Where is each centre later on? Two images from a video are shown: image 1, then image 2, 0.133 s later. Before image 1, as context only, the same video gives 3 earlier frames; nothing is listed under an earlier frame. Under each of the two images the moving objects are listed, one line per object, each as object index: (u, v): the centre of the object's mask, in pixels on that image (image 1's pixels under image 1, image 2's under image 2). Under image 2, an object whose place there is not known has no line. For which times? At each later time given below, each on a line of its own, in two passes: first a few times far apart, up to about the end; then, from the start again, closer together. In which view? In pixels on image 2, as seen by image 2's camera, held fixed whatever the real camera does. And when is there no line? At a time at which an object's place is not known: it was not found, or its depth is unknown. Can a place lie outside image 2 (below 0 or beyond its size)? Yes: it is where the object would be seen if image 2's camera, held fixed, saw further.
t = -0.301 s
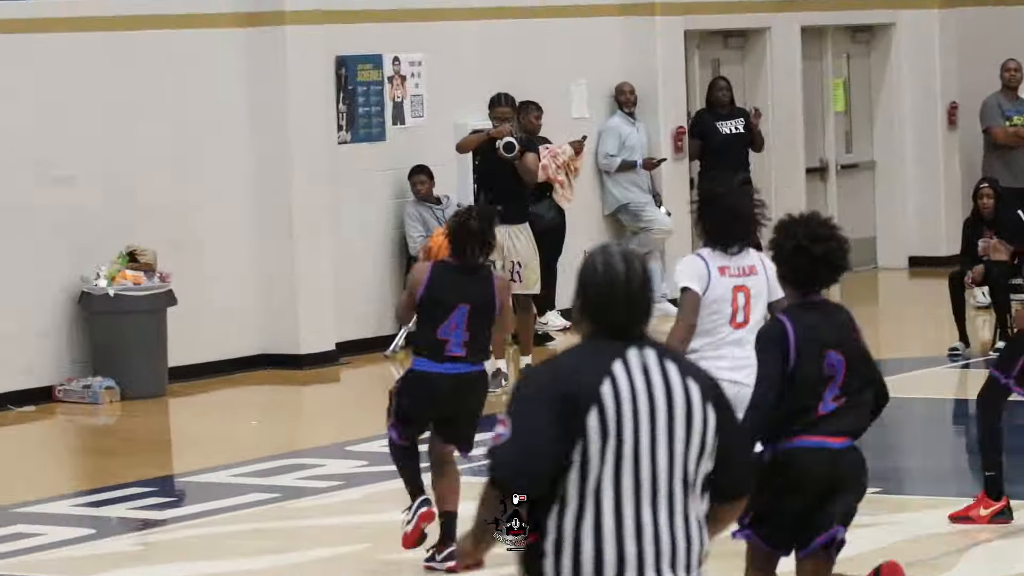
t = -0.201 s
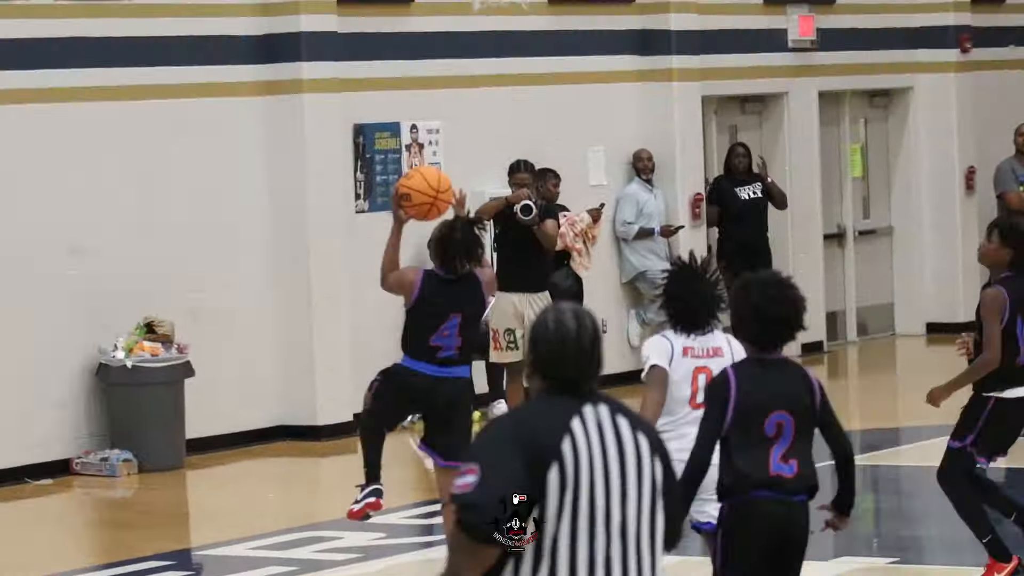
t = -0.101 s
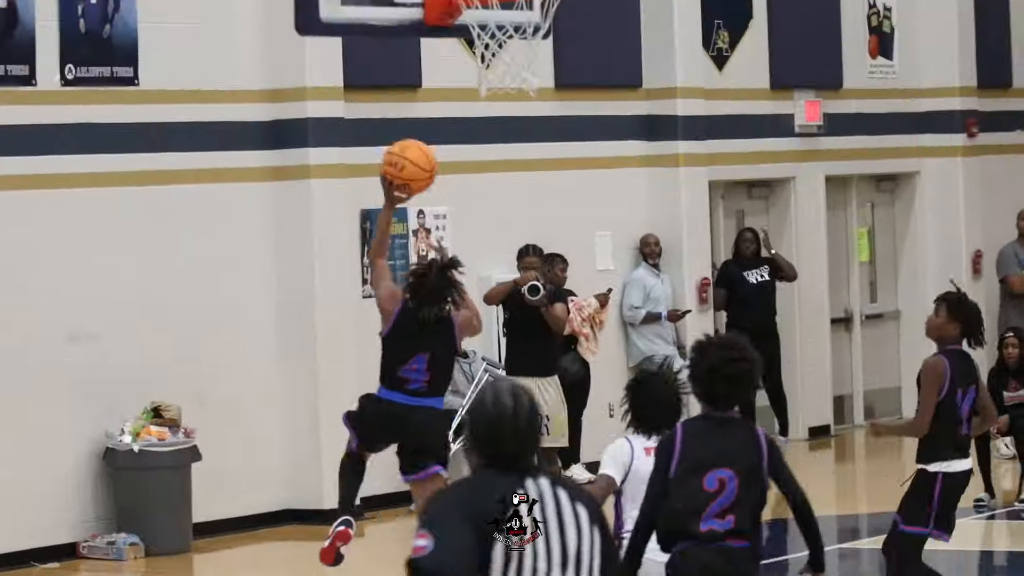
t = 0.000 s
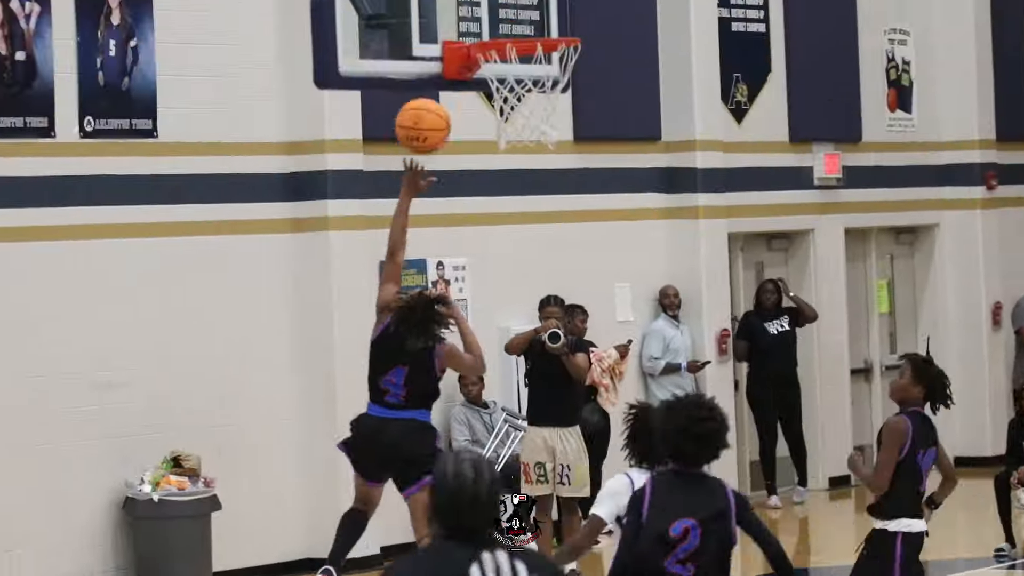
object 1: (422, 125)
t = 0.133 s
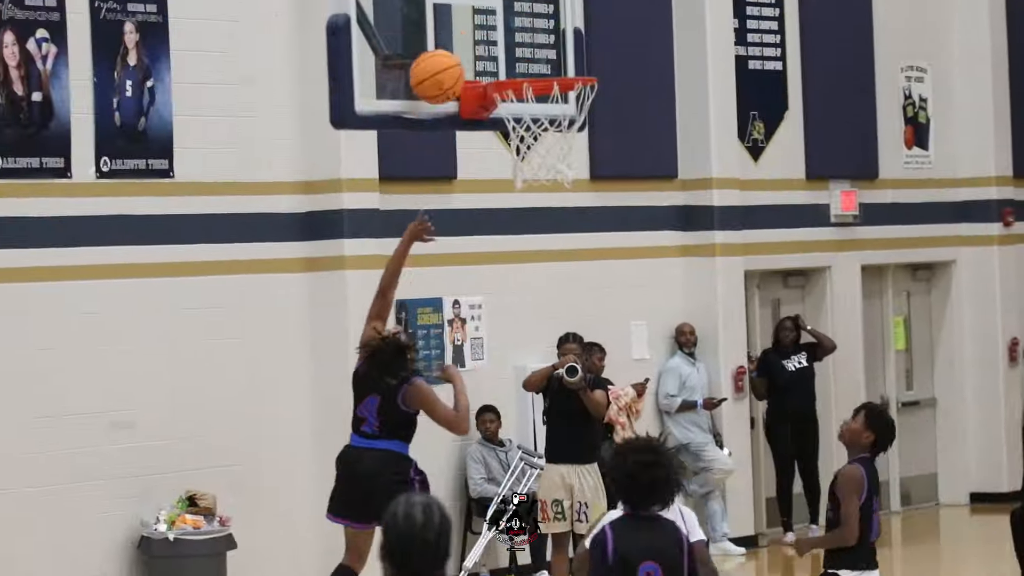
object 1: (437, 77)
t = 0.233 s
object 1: (458, 50)
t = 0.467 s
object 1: (495, 50)
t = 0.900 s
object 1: (547, 136)
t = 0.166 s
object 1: (440, 64)
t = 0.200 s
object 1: (449, 56)
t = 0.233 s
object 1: (458, 50)
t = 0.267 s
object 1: (467, 48)
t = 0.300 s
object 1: (475, 47)
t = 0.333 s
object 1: (484, 49)
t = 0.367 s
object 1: (493, 53)
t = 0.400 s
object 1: (494, 51)
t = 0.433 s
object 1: (495, 50)
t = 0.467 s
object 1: (495, 50)
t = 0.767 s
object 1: (526, 86)
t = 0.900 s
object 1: (547, 136)
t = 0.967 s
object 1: (556, 152)
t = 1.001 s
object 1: (559, 166)
